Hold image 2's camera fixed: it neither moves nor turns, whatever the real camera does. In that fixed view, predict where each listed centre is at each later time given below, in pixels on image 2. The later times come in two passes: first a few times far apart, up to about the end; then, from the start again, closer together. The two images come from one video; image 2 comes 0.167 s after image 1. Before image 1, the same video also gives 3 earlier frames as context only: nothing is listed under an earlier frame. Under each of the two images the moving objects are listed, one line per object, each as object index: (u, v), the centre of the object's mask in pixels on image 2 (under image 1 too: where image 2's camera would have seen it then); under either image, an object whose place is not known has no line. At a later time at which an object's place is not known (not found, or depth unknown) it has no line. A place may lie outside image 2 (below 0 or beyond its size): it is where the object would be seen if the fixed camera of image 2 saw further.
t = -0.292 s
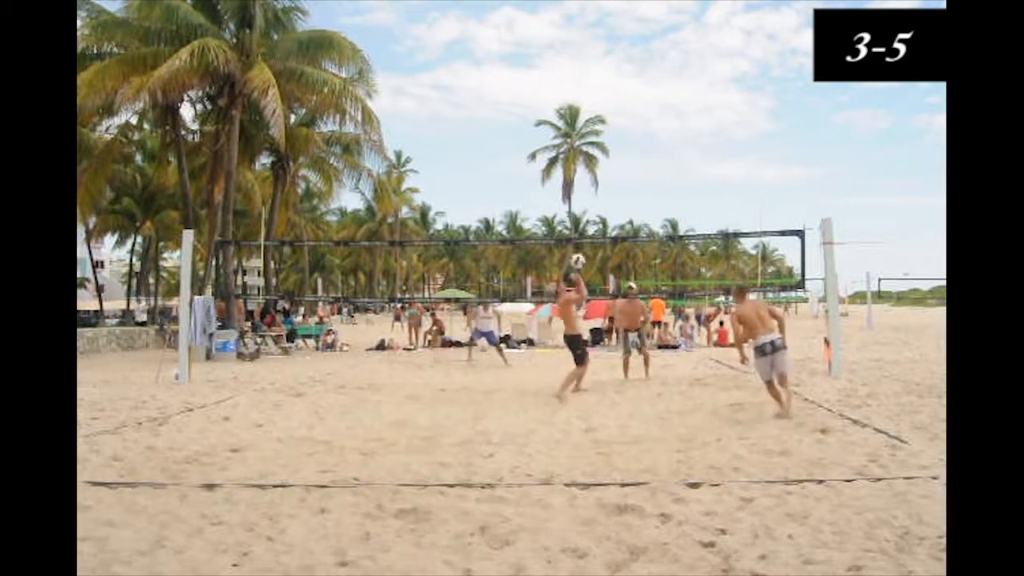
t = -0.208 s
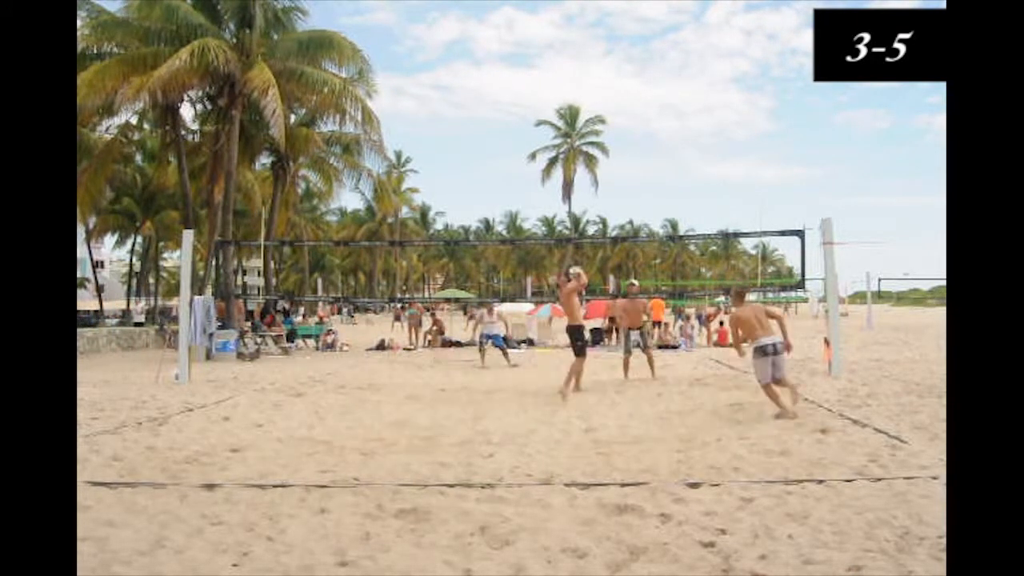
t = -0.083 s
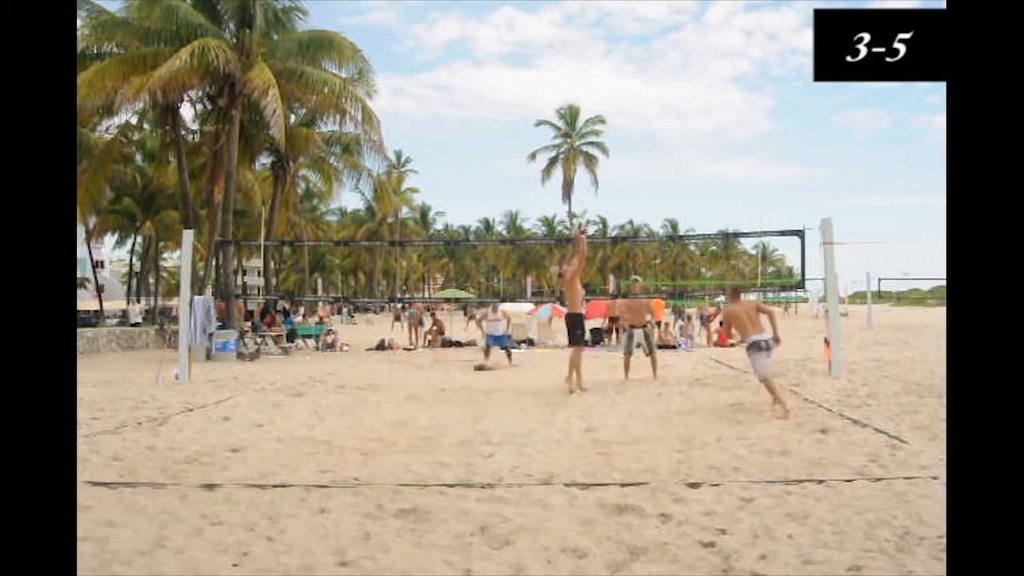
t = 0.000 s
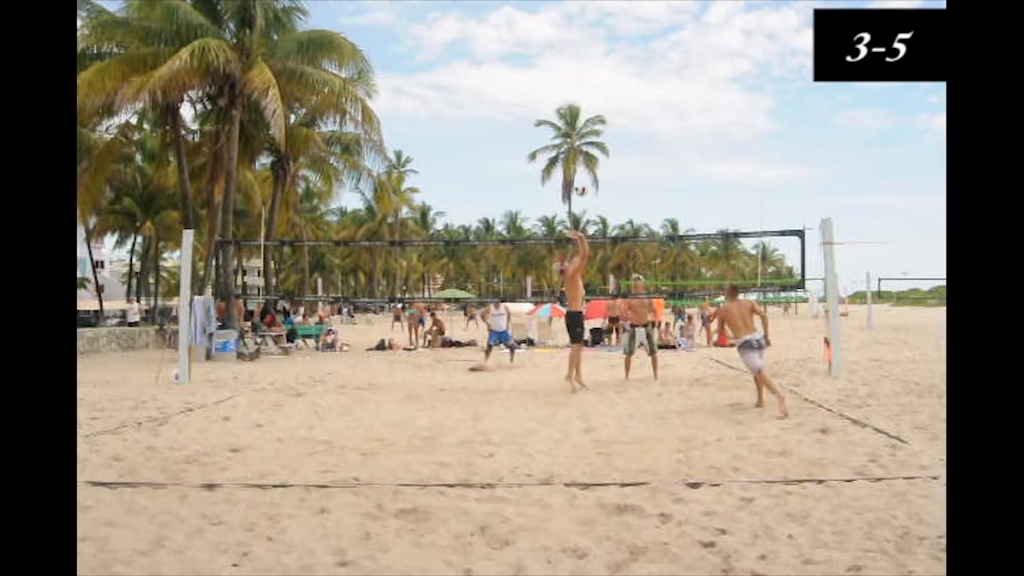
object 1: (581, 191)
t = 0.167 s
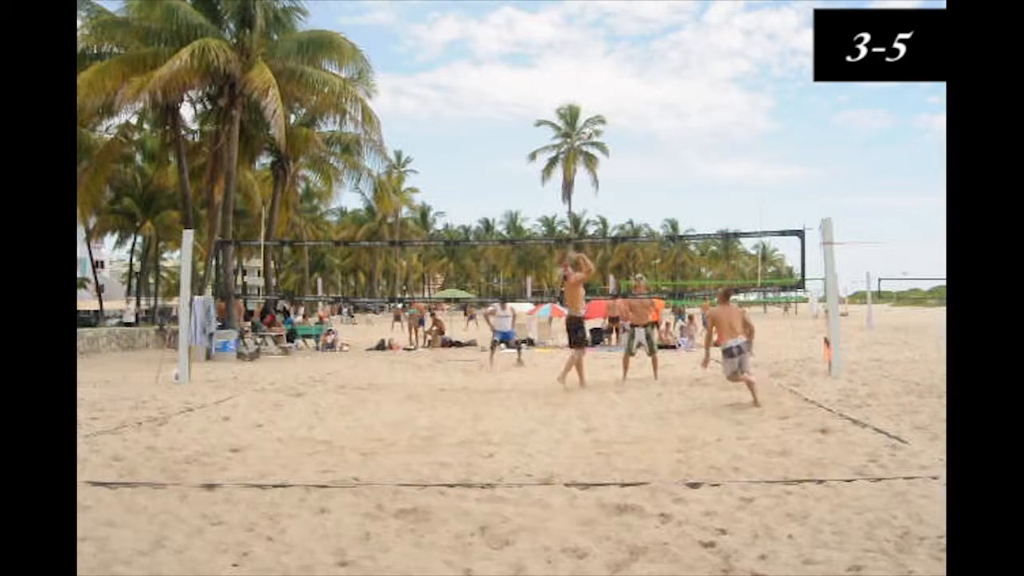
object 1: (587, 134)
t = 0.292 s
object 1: (591, 108)
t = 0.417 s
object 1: (596, 90)
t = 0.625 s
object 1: (603, 82)
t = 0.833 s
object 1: (610, 101)
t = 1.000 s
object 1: (616, 135)
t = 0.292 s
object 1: (591, 108)
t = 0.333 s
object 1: (592, 100)
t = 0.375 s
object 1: (594, 95)
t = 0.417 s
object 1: (596, 90)
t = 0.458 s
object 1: (597, 86)
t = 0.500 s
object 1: (599, 84)
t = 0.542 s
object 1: (600, 82)
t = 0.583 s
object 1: (601, 82)
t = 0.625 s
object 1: (603, 82)
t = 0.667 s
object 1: (604, 83)
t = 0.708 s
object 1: (606, 87)
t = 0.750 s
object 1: (608, 90)
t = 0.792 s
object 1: (609, 95)
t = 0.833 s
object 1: (610, 101)
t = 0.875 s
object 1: (611, 108)
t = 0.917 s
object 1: (613, 116)
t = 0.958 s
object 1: (614, 125)
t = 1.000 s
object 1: (616, 135)
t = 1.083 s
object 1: (618, 159)
